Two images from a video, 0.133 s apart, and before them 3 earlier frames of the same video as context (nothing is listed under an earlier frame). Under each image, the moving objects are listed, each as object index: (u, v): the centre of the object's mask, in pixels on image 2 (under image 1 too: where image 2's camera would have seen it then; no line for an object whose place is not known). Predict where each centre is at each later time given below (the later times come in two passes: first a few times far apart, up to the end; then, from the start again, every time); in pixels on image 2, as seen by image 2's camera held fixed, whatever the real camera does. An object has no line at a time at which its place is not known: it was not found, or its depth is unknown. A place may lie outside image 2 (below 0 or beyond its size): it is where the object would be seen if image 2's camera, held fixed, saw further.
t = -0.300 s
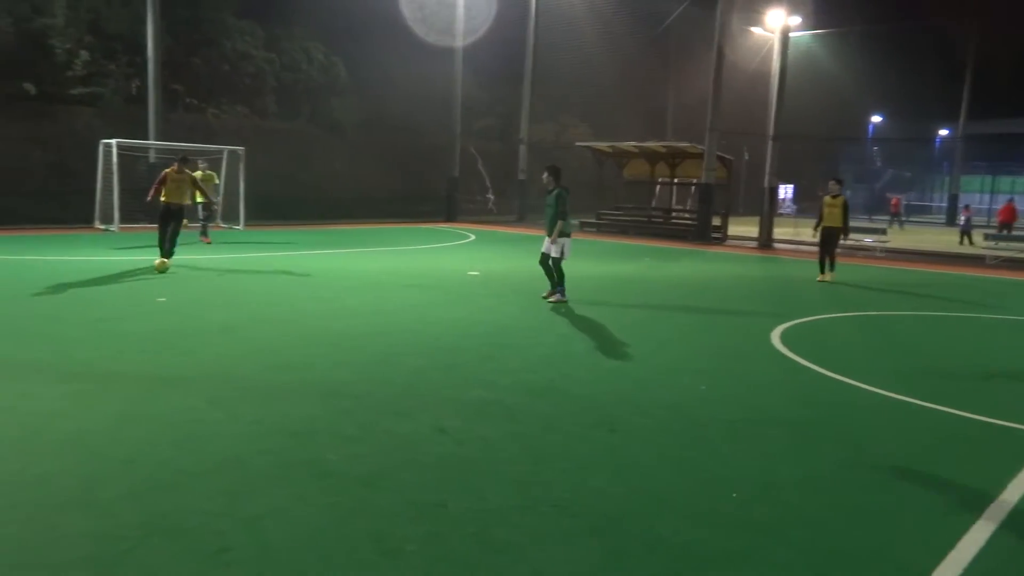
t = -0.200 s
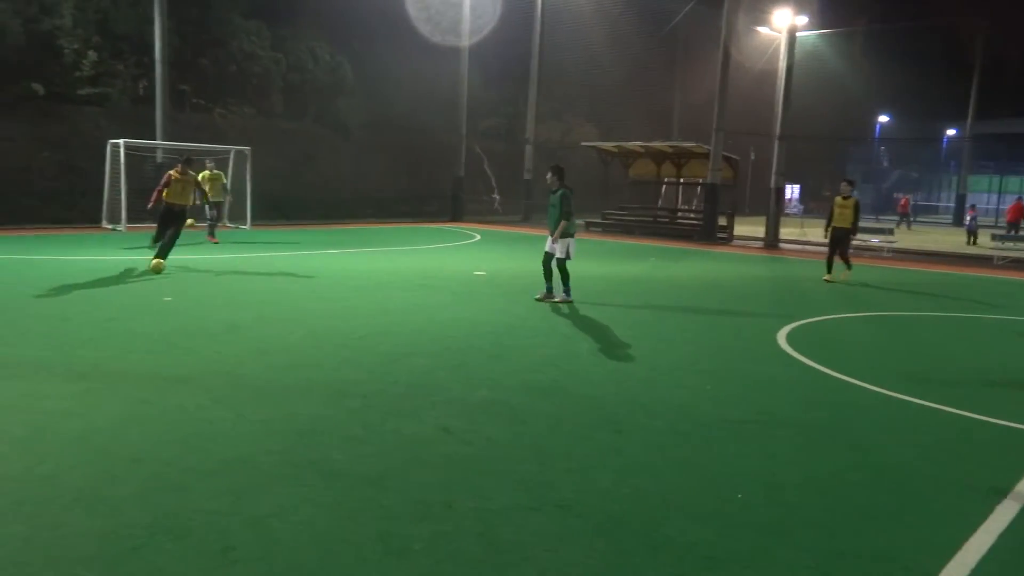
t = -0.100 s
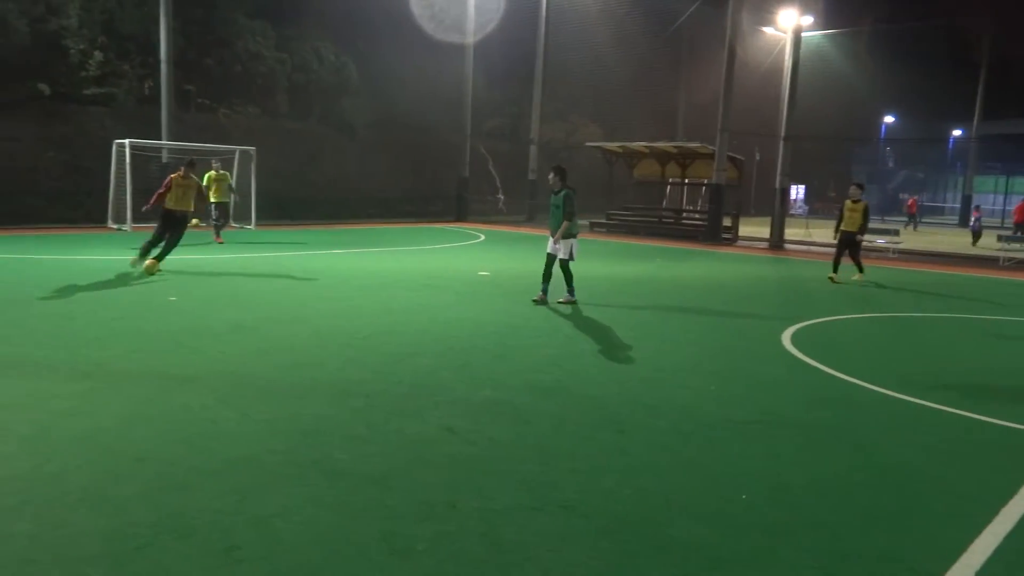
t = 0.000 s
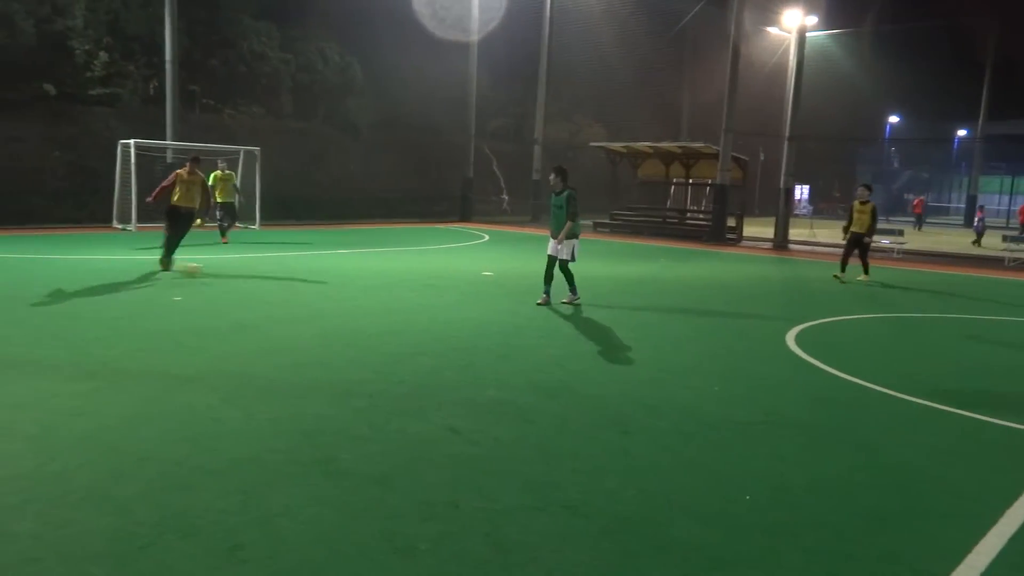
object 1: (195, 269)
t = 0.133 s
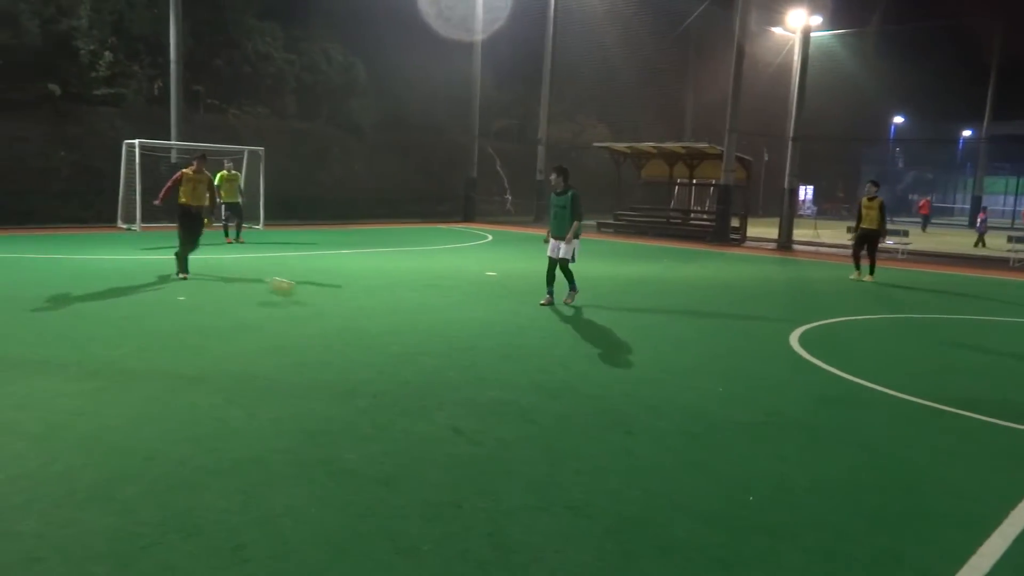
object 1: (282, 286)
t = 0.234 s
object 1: (362, 304)
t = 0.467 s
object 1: (623, 352)
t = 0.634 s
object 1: (888, 402)
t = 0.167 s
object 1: (307, 293)
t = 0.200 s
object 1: (335, 302)
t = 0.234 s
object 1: (362, 304)
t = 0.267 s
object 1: (392, 307)
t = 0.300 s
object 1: (426, 313)
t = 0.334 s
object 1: (460, 319)
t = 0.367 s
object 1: (497, 326)
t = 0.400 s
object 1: (536, 336)
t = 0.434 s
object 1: (578, 346)
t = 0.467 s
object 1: (623, 352)
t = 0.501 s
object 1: (671, 357)
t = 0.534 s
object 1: (719, 365)
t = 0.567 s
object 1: (775, 376)
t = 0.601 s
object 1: (834, 391)
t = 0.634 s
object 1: (888, 402)
